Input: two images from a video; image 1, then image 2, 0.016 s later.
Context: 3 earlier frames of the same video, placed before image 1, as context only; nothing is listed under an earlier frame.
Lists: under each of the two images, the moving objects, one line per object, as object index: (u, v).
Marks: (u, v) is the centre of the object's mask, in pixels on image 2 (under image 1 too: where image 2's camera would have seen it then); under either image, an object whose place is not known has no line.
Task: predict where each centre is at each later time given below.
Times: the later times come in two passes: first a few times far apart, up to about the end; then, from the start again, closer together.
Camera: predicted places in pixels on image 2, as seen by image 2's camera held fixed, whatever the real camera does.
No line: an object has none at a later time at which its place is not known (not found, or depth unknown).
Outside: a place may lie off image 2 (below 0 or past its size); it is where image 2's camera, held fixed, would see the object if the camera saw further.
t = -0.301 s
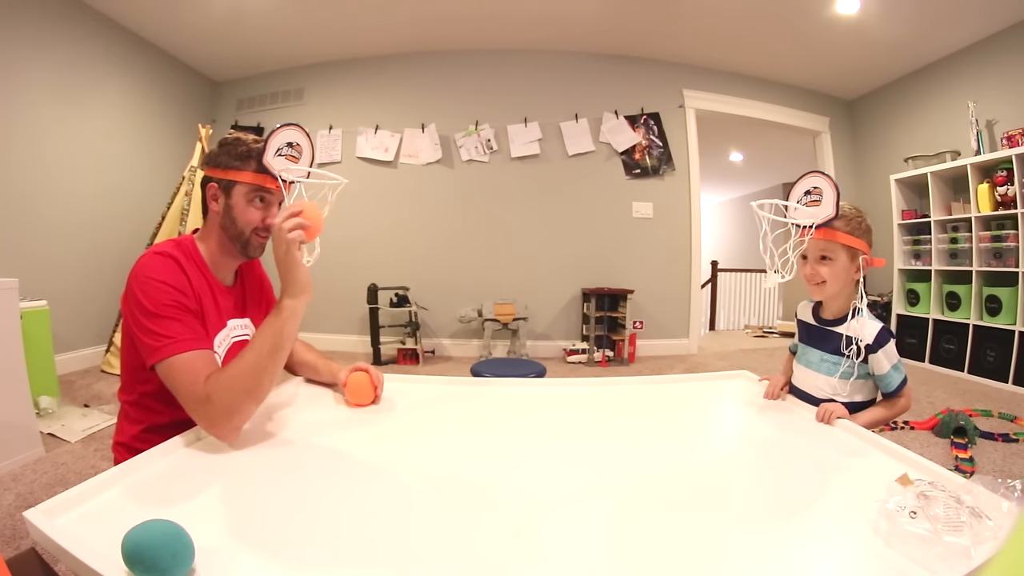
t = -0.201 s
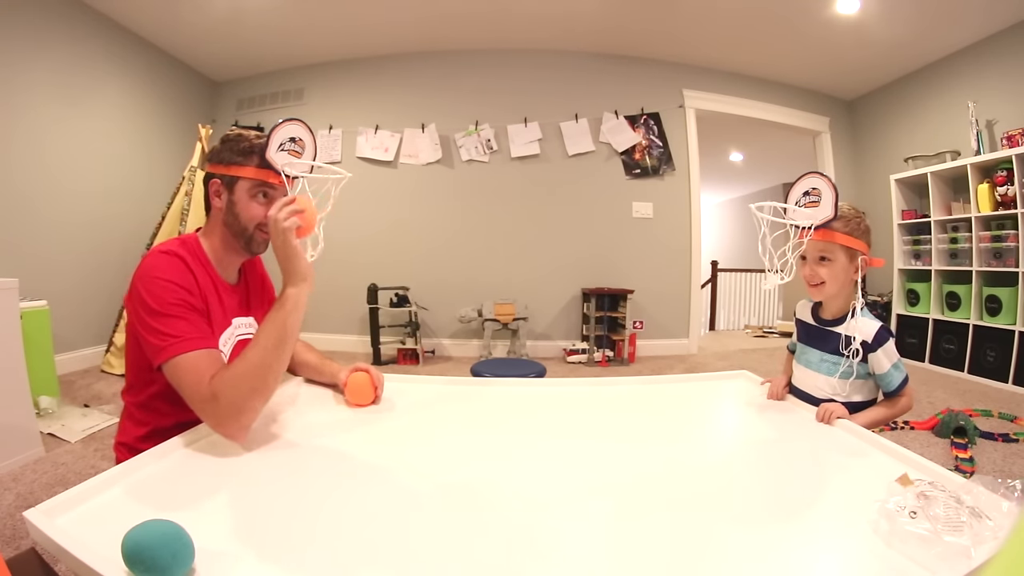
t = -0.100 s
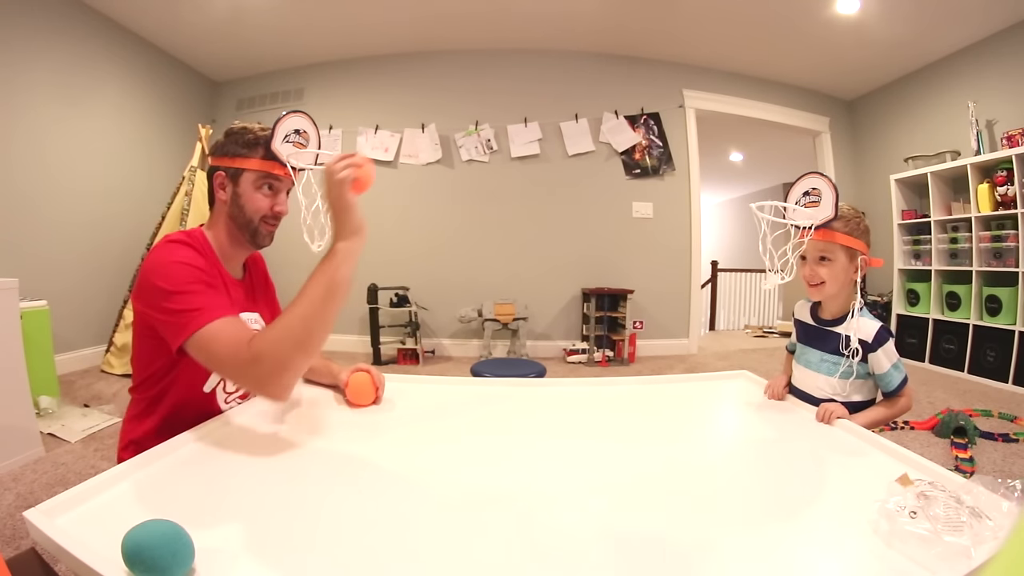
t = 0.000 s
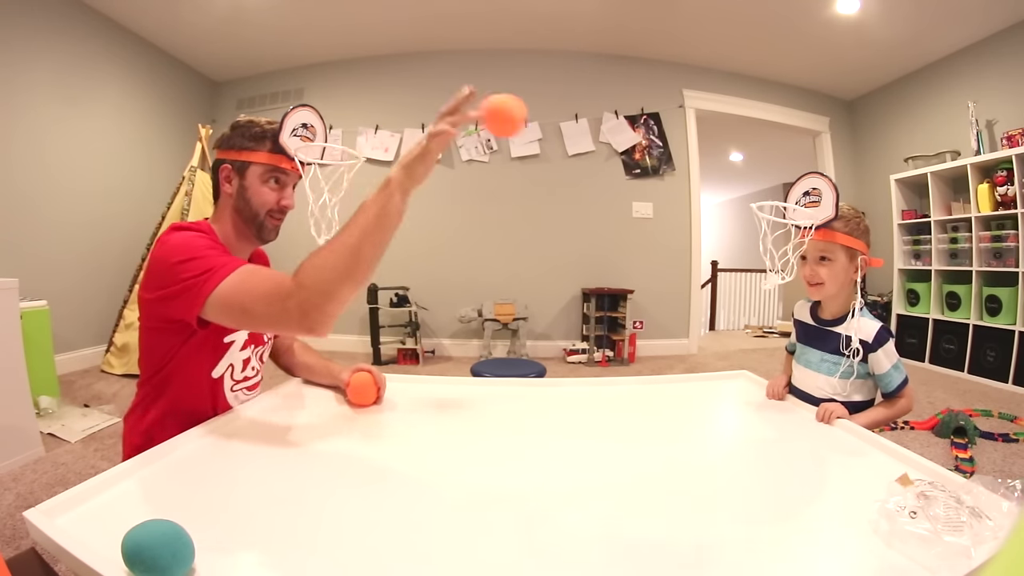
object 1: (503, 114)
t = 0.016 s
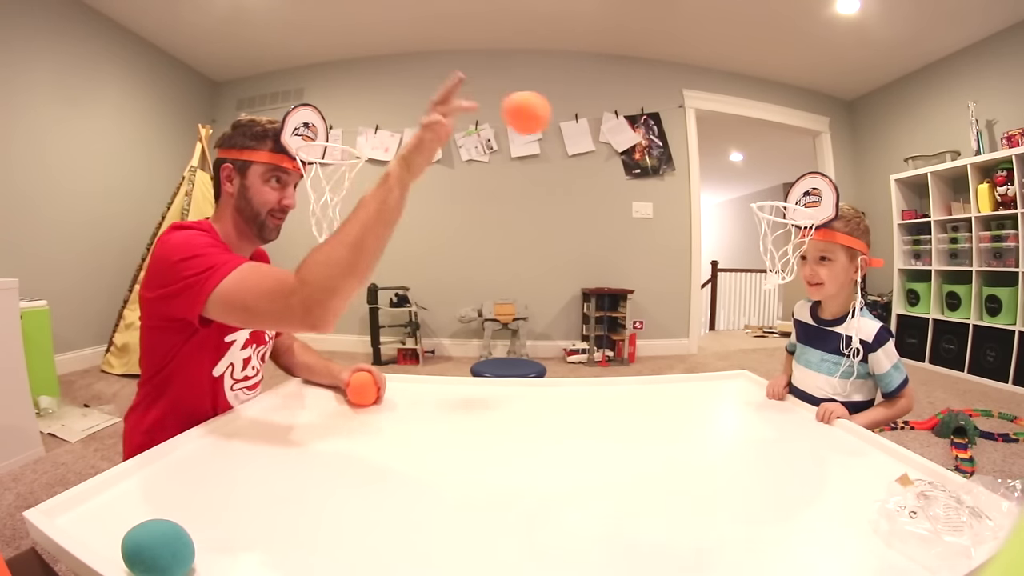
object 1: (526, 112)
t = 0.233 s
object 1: (732, 202)
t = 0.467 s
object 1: (589, 342)
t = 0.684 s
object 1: (513, 351)
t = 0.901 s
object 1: (455, 379)
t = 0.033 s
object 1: (549, 111)
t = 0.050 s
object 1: (570, 112)
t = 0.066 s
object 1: (592, 115)
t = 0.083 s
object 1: (611, 119)
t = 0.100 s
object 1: (631, 126)
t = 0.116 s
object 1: (650, 134)
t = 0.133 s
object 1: (666, 141)
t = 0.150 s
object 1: (683, 151)
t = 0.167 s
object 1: (700, 163)
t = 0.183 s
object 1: (715, 174)
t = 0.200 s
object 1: (728, 187)
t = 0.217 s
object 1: (740, 201)
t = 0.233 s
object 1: (732, 202)
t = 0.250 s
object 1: (721, 205)
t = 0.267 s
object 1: (710, 209)
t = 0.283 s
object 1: (699, 213)
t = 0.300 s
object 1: (688, 219)
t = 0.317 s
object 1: (678, 226)
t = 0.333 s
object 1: (669, 234)
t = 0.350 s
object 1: (658, 244)
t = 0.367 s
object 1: (647, 254)
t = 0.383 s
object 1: (637, 266)
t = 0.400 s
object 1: (627, 280)
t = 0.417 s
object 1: (617, 294)
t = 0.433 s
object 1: (607, 310)
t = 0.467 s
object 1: (589, 342)
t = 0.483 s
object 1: (580, 359)
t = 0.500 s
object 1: (571, 377)
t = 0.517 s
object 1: (562, 397)
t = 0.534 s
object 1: (557, 389)
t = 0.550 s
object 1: (552, 380)
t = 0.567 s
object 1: (547, 372)
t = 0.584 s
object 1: (543, 366)
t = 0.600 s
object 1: (538, 361)
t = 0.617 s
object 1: (533, 357)
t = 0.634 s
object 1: (528, 354)
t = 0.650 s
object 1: (523, 352)
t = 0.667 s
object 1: (518, 351)
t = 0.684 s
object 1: (513, 351)
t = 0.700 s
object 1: (509, 352)
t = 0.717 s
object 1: (504, 355)
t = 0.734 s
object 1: (499, 358)
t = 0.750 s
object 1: (495, 363)
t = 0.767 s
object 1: (490, 369)
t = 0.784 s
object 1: (486, 375)
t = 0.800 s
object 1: (482, 383)
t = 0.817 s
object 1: (477, 391)
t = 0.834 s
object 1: (472, 386)
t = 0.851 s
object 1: (468, 382)
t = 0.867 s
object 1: (463, 380)
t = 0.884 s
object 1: (459, 379)
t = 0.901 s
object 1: (455, 379)
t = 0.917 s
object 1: (450, 380)
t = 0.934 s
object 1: (446, 382)
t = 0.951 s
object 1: (442, 385)
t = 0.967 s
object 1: (437, 388)
